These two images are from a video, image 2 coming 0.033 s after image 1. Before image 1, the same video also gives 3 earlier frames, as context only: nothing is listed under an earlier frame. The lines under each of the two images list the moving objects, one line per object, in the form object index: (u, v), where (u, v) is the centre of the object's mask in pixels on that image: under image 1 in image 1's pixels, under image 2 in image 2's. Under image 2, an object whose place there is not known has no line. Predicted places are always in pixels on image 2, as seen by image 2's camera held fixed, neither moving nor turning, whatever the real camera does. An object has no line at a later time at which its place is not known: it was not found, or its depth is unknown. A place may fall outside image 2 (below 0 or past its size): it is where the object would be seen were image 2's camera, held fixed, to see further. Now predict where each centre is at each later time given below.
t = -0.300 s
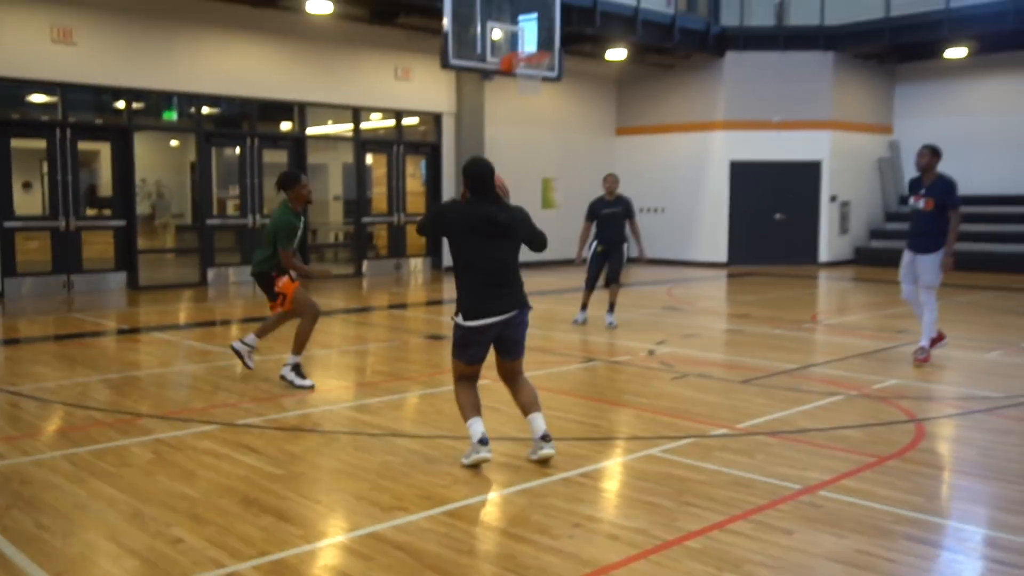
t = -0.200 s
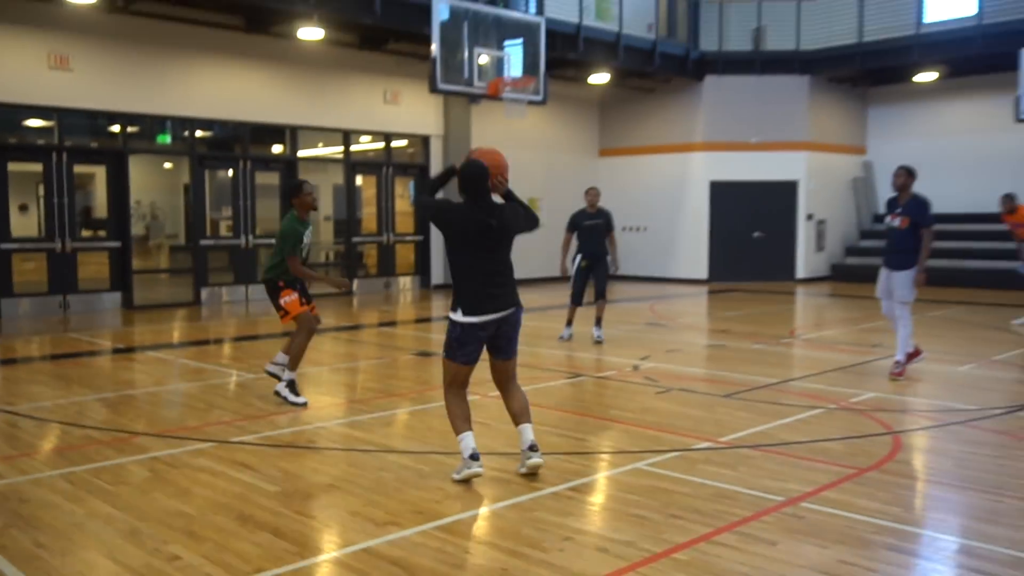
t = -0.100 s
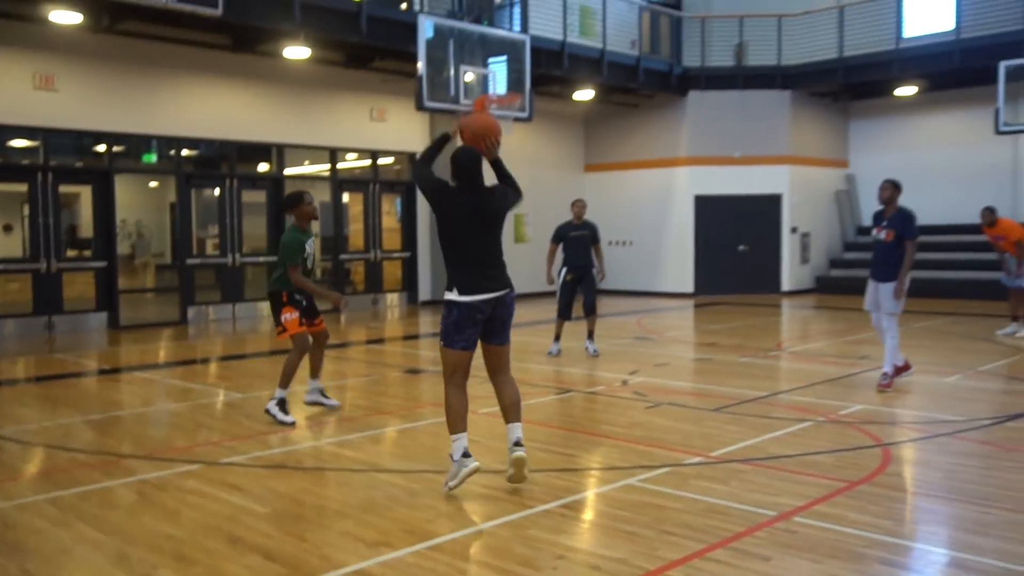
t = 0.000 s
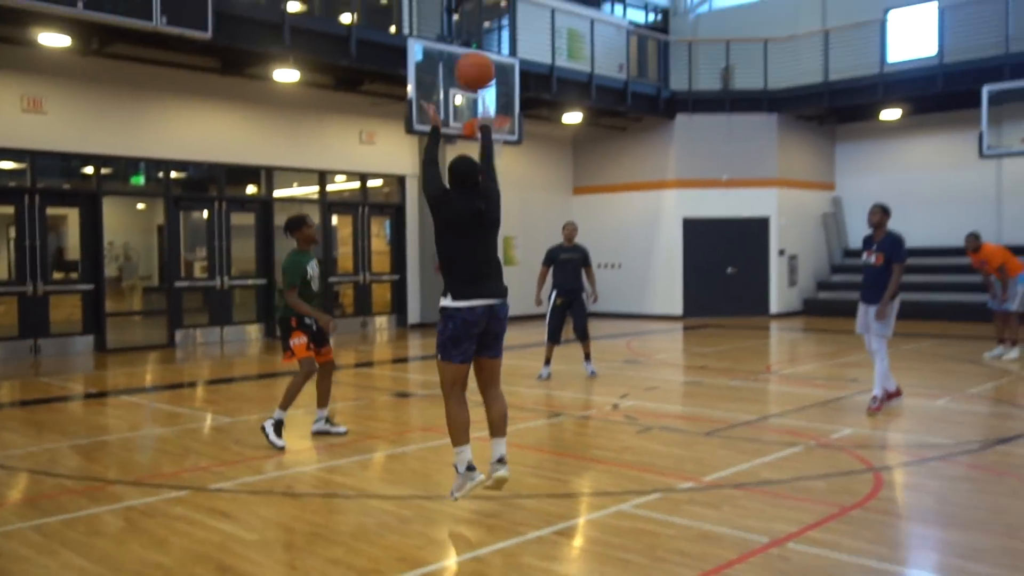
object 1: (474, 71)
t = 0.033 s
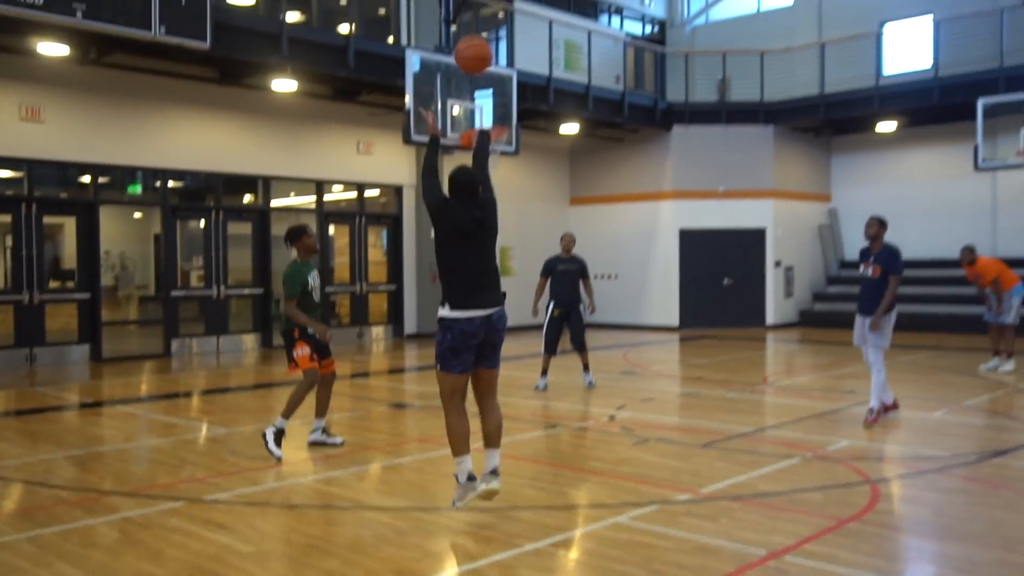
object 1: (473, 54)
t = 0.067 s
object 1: (472, 28)
